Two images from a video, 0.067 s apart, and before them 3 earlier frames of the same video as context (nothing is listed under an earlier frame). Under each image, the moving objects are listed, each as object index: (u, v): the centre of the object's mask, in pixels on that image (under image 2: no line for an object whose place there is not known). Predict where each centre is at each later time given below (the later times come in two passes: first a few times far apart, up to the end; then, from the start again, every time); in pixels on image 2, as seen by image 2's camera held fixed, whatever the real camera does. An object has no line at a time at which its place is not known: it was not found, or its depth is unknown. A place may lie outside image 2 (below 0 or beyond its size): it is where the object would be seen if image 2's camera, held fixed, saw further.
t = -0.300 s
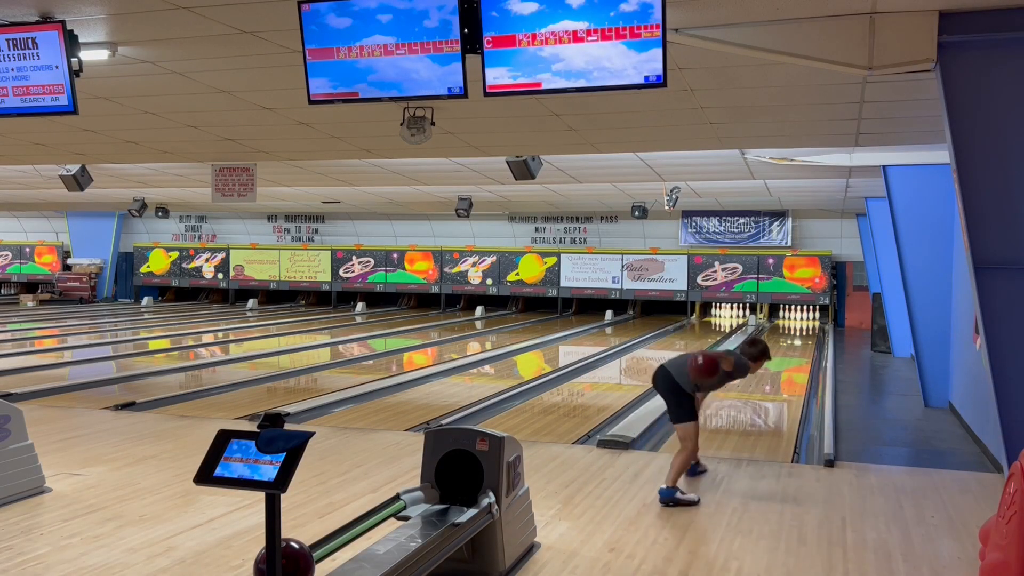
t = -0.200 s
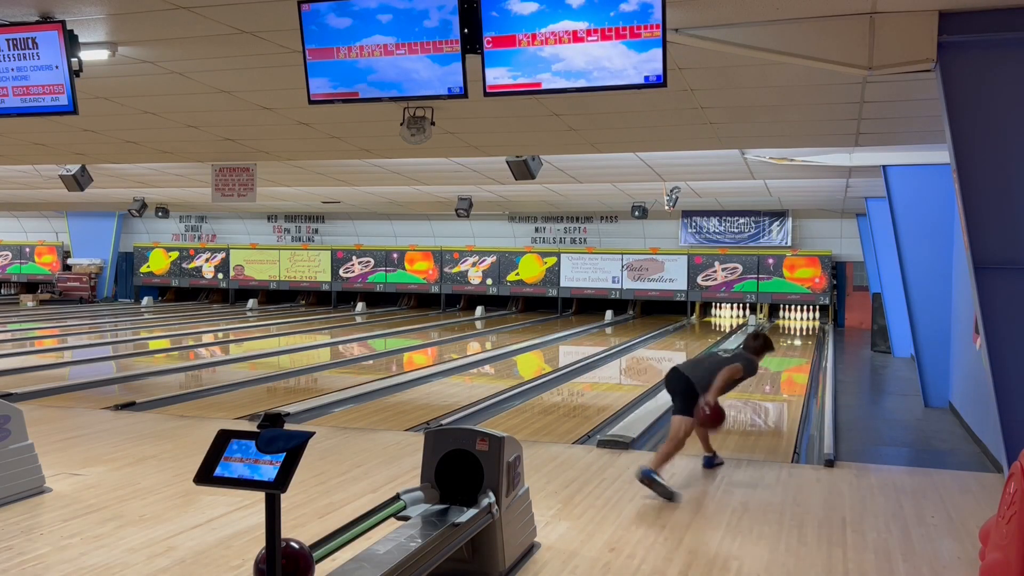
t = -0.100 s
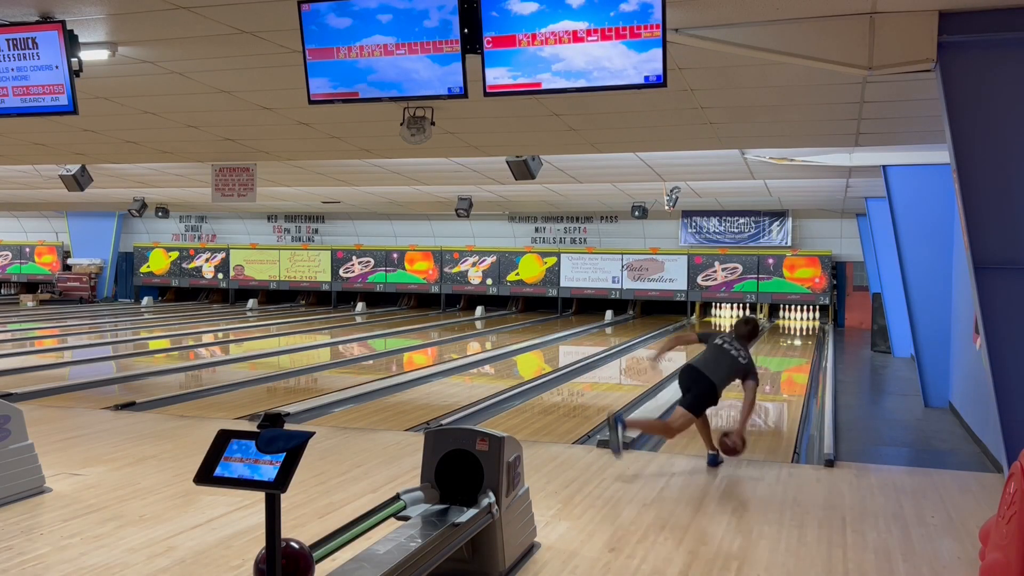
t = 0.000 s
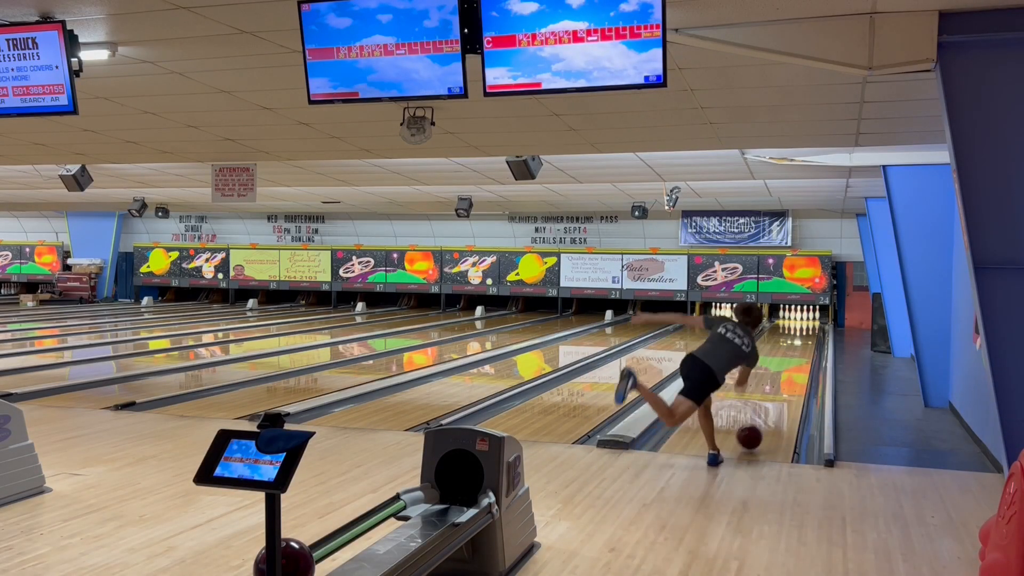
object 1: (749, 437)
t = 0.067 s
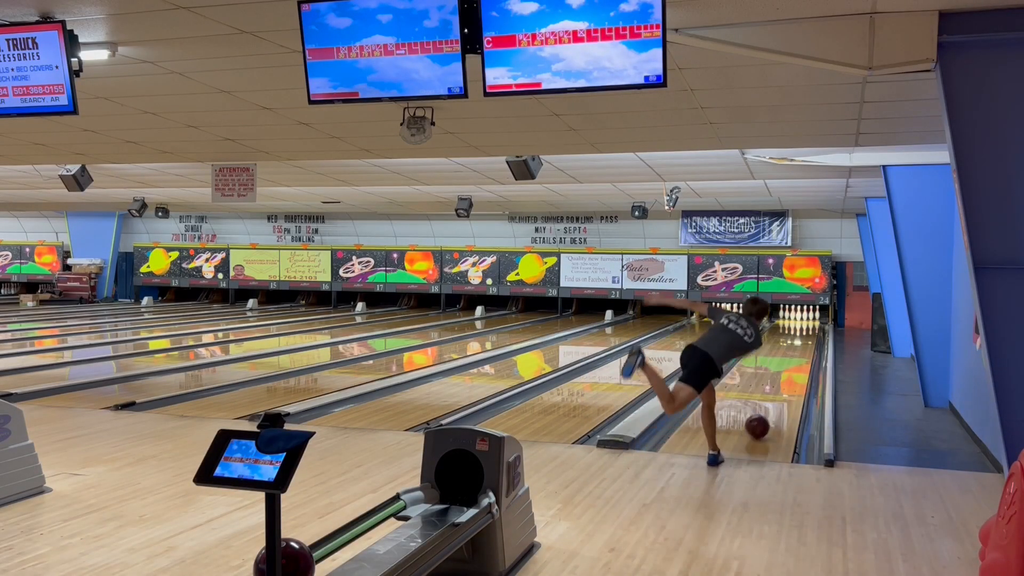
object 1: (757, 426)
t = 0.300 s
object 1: (778, 397)
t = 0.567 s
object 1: (794, 374)
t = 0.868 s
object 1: (805, 356)
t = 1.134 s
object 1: (810, 345)
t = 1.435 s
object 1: (811, 335)
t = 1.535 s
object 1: (811, 331)
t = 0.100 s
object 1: (761, 421)
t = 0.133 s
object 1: (764, 417)
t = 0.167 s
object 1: (767, 412)
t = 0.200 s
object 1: (770, 408)
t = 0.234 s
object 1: (773, 404)
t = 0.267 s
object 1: (776, 400)
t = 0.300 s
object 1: (778, 397)
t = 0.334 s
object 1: (781, 393)
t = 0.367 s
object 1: (783, 390)
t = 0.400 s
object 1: (785, 387)
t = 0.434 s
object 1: (787, 384)
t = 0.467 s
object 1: (789, 382)
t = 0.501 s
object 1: (790, 380)
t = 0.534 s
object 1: (795, 374)
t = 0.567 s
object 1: (794, 374)
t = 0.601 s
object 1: (796, 372)
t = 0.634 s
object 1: (797, 369)
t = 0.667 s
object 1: (798, 367)
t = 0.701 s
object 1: (800, 365)
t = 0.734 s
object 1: (801, 363)
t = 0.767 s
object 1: (802, 361)
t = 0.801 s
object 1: (803, 359)
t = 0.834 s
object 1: (804, 358)
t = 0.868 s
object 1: (805, 356)
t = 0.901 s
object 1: (806, 354)
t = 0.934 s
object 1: (807, 353)
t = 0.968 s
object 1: (808, 352)
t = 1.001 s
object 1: (808, 350)
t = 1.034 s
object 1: (809, 348)
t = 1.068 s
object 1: (809, 347)
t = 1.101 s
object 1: (809, 346)
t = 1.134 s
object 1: (810, 345)
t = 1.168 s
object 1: (810, 343)
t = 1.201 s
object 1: (810, 342)
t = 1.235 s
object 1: (811, 341)
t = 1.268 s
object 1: (811, 340)
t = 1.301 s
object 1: (811, 338)
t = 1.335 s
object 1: (811, 338)
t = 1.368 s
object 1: (812, 337)
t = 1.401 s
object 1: (811, 336)
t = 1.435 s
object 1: (811, 335)
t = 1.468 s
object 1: (811, 334)
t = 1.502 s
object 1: (811, 332)
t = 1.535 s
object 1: (811, 331)
